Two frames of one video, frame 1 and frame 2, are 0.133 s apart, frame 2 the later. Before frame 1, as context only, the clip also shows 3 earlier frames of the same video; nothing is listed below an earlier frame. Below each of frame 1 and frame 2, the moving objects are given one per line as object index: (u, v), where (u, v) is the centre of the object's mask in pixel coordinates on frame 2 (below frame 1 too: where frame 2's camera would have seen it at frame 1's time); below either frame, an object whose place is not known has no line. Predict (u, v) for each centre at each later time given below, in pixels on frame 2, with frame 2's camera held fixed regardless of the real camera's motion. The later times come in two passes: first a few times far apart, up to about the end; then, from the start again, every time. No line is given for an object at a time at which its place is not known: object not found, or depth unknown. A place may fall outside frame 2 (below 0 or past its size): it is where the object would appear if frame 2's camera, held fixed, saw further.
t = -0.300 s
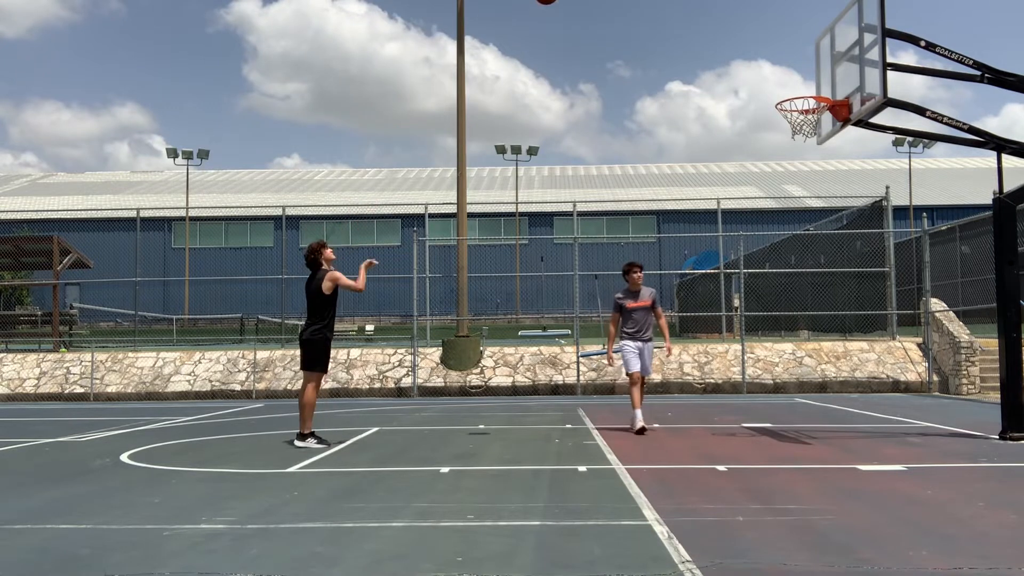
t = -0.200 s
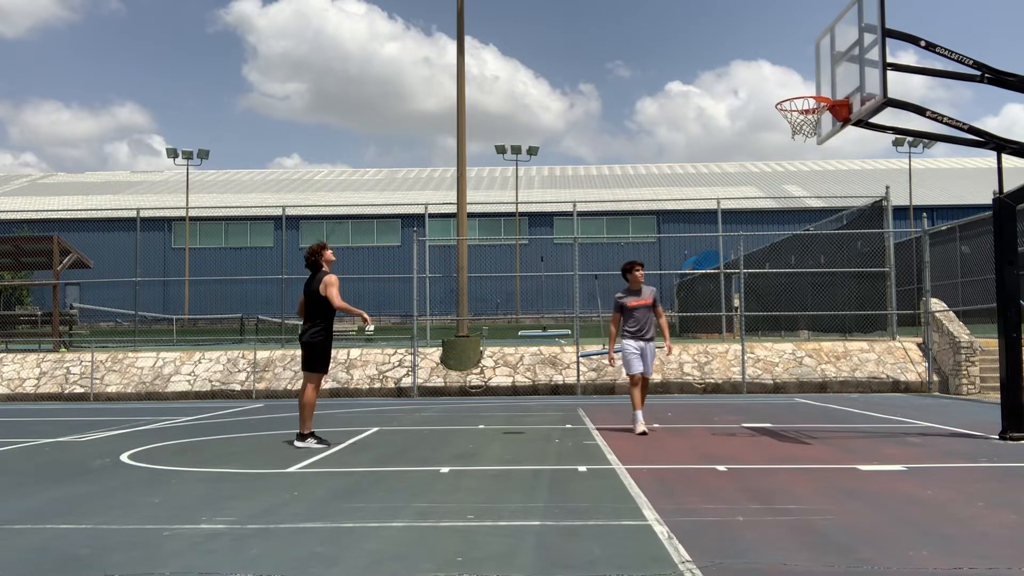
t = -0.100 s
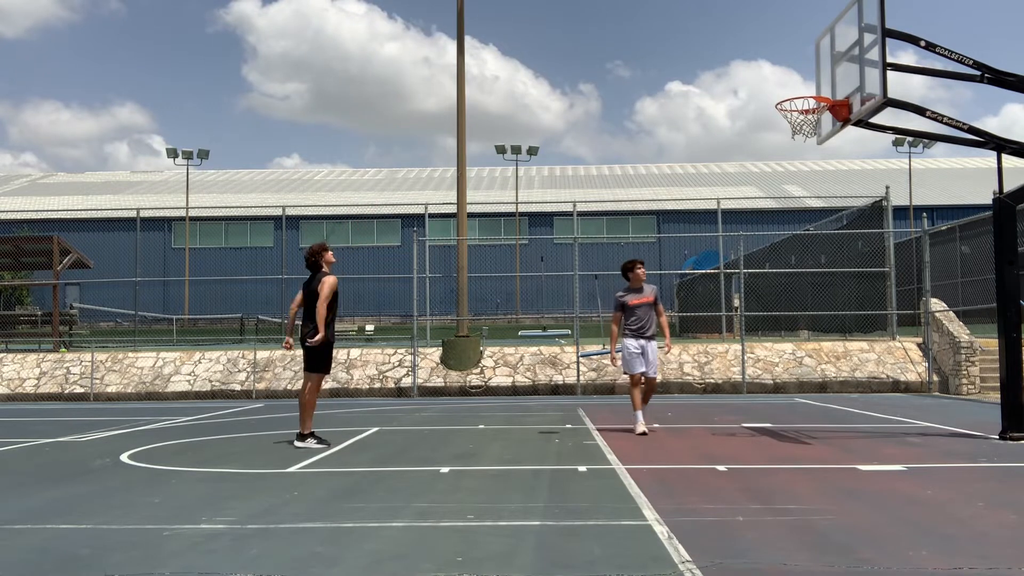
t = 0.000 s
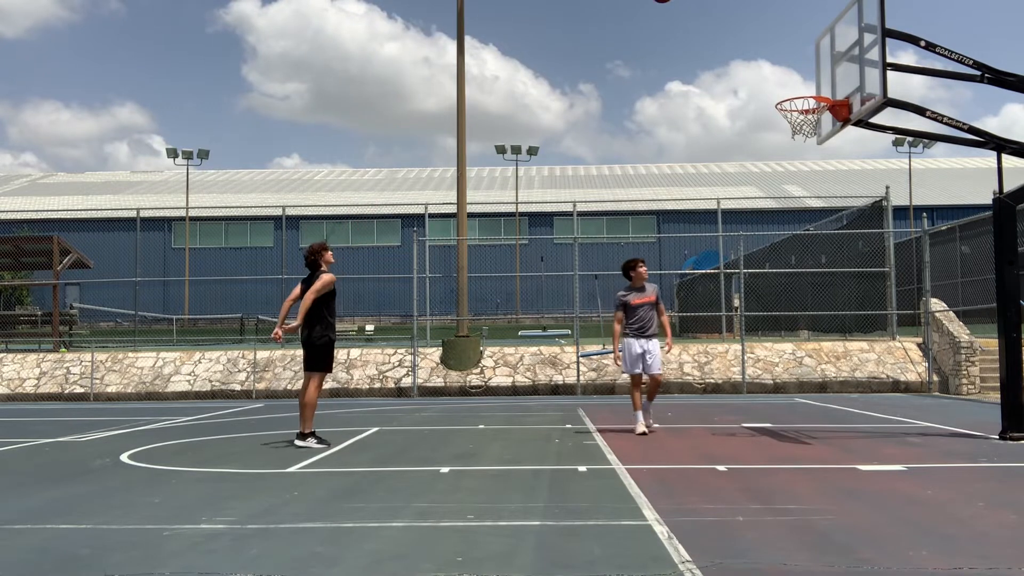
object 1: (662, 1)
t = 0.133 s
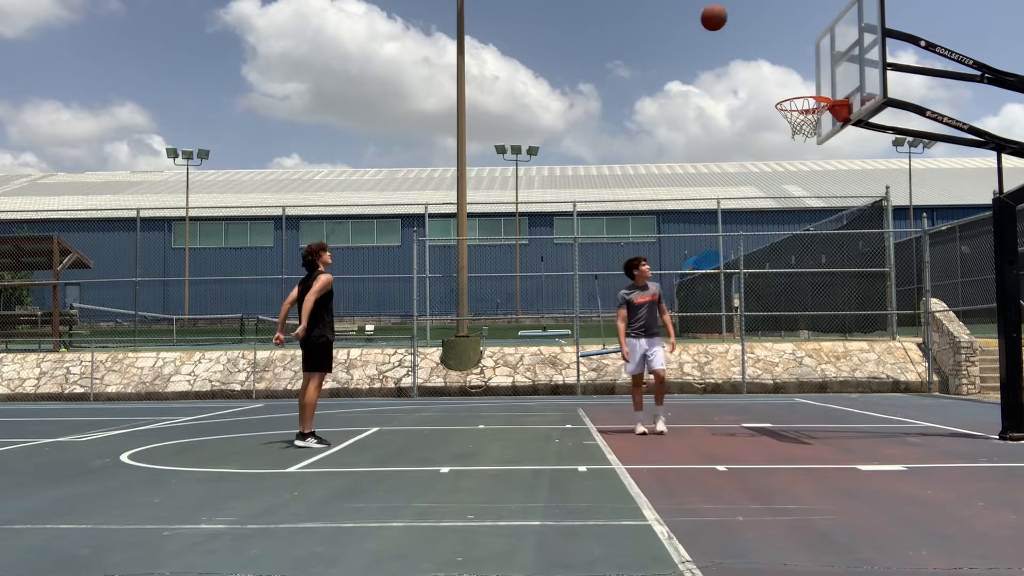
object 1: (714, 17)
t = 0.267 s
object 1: (765, 63)
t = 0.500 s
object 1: (802, 111)
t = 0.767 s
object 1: (803, 131)
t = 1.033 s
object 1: (815, 191)
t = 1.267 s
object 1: (824, 307)
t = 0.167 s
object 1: (727, 27)
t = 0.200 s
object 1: (739, 38)
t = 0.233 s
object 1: (752, 50)
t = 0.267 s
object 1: (765, 63)
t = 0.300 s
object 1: (778, 78)
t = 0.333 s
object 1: (791, 93)
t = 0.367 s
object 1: (804, 103)
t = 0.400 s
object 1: (813, 107)
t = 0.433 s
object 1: (814, 111)
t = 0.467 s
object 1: (809, 112)
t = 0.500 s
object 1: (802, 111)
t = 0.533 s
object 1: (798, 110)
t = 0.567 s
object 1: (797, 110)
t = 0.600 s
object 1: (795, 114)
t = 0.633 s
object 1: (796, 117)
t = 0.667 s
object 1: (797, 120)
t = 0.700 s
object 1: (800, 123)
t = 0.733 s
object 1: (802, 126)
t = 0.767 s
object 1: (803, 131)
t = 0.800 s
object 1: (806, 135)
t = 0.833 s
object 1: (808, 140)
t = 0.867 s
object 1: (809, 145)
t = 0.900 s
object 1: (810, 152)
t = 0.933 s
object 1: (811, 160)
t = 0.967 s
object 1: (812, 169)
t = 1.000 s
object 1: (814, 180)
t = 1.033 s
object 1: (815, 191)
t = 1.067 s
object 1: (816, 205)
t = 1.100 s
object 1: (817, 219)
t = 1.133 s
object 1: (818, 234)
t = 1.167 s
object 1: (820, 250)
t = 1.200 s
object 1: (821, 268)
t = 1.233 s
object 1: (822, 286)
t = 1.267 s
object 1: (824, 307)
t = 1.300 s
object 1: (825, 328)
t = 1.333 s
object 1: (827, 350)
